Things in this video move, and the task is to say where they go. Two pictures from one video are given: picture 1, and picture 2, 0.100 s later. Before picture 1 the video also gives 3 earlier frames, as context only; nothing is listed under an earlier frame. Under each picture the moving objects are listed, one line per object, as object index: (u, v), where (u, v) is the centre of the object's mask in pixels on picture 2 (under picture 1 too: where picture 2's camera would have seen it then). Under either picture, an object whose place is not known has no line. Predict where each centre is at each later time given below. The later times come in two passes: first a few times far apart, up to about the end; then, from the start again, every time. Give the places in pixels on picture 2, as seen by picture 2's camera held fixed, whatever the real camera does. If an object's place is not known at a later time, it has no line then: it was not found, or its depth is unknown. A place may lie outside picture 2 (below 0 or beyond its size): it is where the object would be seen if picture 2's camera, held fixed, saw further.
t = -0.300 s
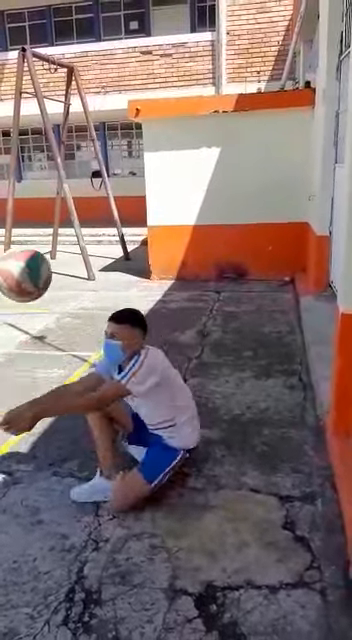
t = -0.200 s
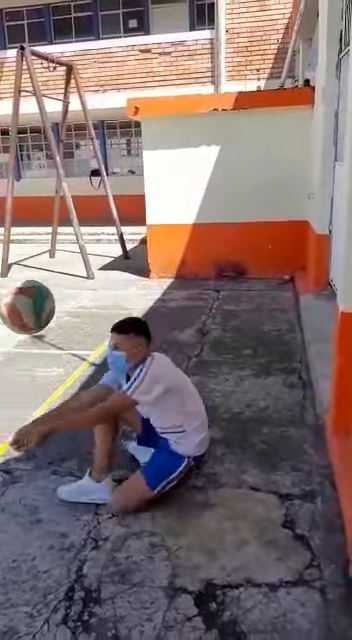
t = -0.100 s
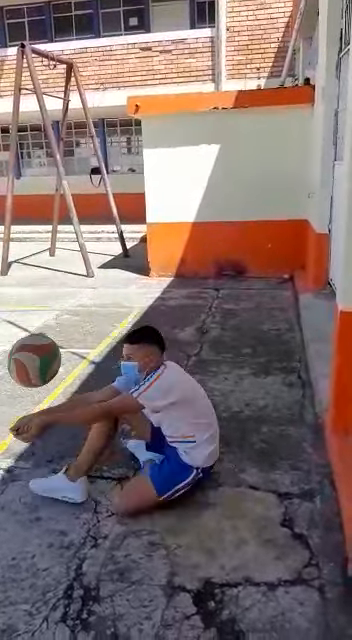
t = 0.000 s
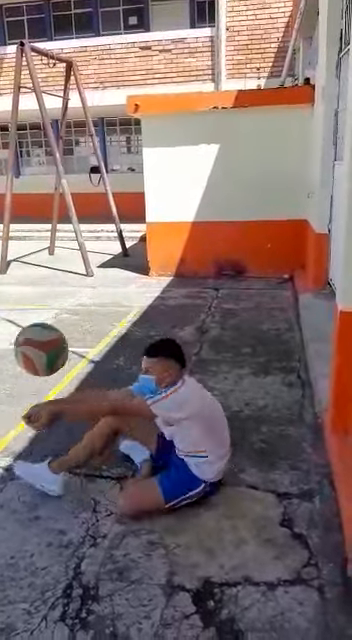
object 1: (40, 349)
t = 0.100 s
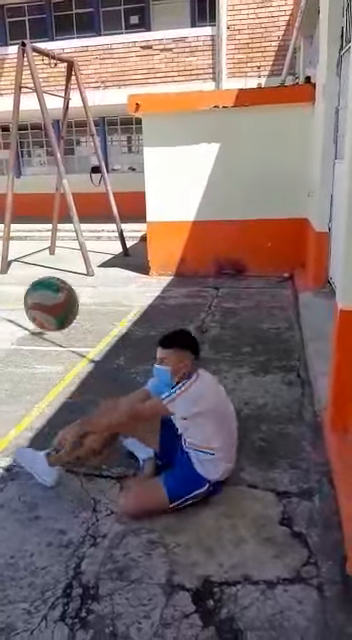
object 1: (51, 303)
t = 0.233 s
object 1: (67, 279)
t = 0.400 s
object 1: (93, 308)
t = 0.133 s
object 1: (54, 293)
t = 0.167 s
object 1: (59, 286)
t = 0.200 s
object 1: (63, 281)
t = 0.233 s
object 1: (67, 279)
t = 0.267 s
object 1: (72, 280)
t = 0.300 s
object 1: (77, 283)
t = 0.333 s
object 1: (82, 289)
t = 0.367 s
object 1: (88, 297)
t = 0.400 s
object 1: (93, 308)
